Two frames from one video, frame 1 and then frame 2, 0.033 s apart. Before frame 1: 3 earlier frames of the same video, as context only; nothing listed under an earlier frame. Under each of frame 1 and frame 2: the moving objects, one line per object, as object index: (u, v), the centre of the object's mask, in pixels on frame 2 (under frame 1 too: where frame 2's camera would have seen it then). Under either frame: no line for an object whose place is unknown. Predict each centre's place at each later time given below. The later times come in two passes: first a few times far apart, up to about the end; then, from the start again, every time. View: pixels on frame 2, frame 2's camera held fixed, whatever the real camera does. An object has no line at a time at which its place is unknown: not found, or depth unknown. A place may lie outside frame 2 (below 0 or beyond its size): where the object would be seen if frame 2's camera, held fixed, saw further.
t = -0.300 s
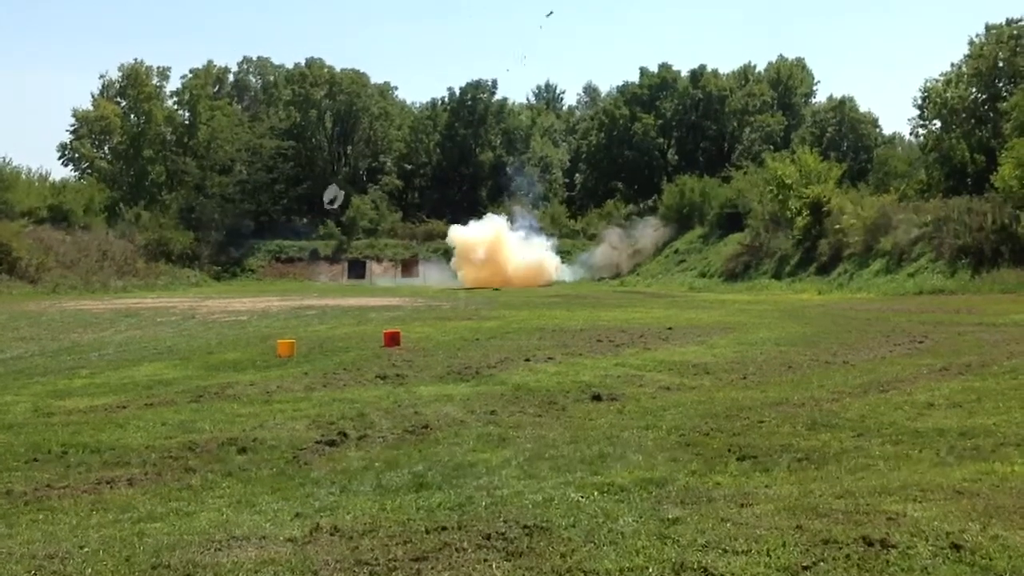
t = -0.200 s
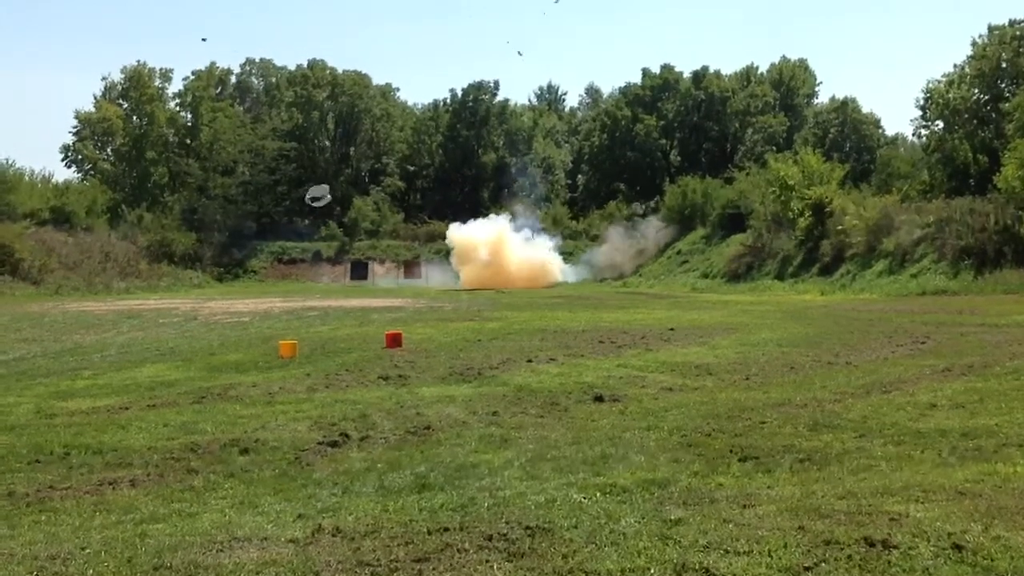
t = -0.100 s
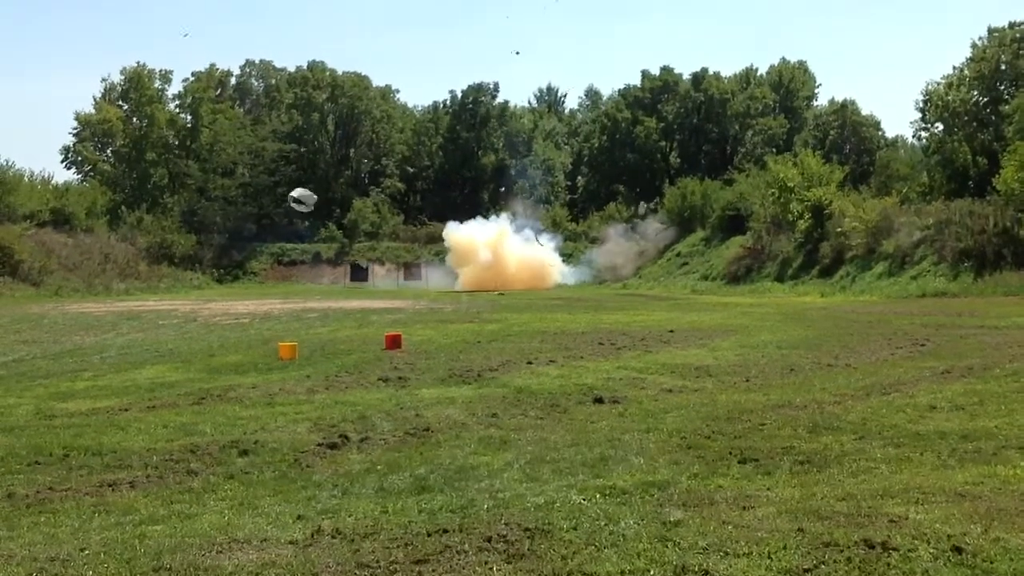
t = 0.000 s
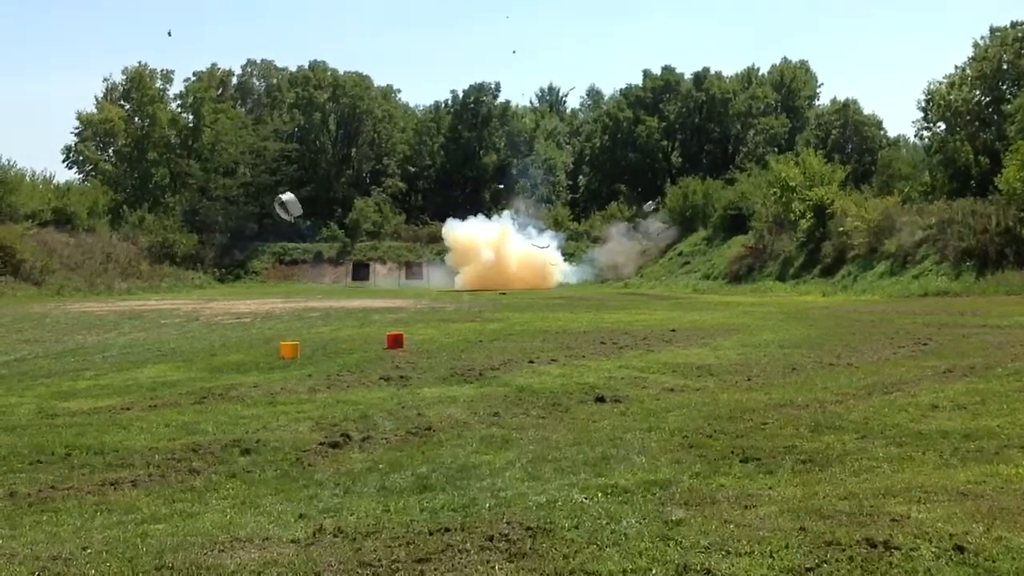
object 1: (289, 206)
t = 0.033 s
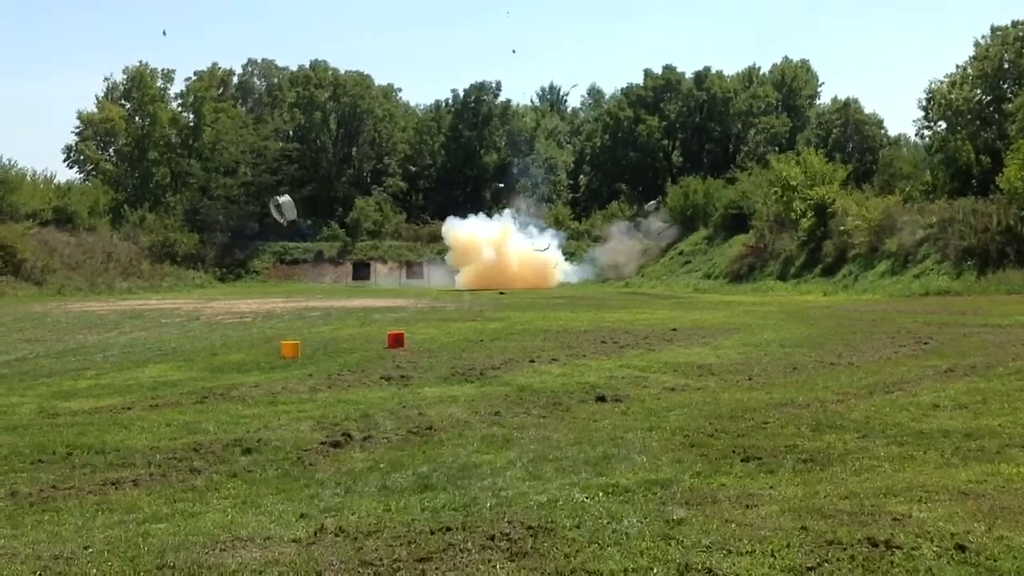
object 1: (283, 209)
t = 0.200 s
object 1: (252, 231)
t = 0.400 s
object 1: (213, 267)
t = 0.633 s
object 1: (162, 322)
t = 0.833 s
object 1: (121, 319)
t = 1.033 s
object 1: (87, 323)
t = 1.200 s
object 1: (58, 328)
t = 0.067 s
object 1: (277, 212)
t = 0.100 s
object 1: (272, 217)
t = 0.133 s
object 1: (265, 221)
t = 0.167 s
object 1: (259, 226)
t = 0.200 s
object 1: (252, 231)
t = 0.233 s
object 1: (246, 237)
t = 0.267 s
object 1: (239, 243)
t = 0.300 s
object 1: (232, 250)
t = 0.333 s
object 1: (225, 257)
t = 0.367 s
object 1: (218, 264)
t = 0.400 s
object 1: (213, 267)
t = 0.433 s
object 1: (205, 273)
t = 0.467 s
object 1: (198, 285)
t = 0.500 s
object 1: (189, 293)
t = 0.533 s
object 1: (182, 302)
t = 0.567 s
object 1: (175, 313)
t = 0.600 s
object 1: (170, 320)
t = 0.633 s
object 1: (162, 322)
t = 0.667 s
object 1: (158, 327)
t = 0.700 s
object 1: (151, 325)
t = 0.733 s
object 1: (142, 323)
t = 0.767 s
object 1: (134, 321)
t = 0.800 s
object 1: (127, 319)
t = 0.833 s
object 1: (121, 319)
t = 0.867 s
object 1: (115, 318)
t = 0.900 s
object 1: (110, 318)
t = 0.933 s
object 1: (104, 318)
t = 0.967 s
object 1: (99, 320)
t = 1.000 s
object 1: (93, 321)
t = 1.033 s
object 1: (87, 323)
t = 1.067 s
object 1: (81, 322)
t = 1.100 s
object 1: (75, 323)
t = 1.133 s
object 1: (69, 326)
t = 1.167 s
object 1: (63, 327)
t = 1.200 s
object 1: (58, 328)
